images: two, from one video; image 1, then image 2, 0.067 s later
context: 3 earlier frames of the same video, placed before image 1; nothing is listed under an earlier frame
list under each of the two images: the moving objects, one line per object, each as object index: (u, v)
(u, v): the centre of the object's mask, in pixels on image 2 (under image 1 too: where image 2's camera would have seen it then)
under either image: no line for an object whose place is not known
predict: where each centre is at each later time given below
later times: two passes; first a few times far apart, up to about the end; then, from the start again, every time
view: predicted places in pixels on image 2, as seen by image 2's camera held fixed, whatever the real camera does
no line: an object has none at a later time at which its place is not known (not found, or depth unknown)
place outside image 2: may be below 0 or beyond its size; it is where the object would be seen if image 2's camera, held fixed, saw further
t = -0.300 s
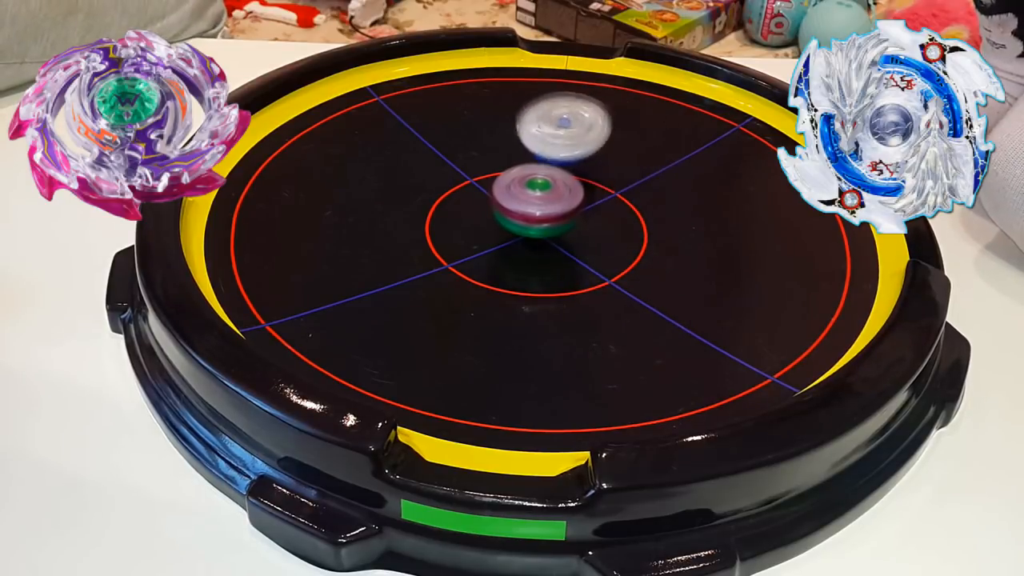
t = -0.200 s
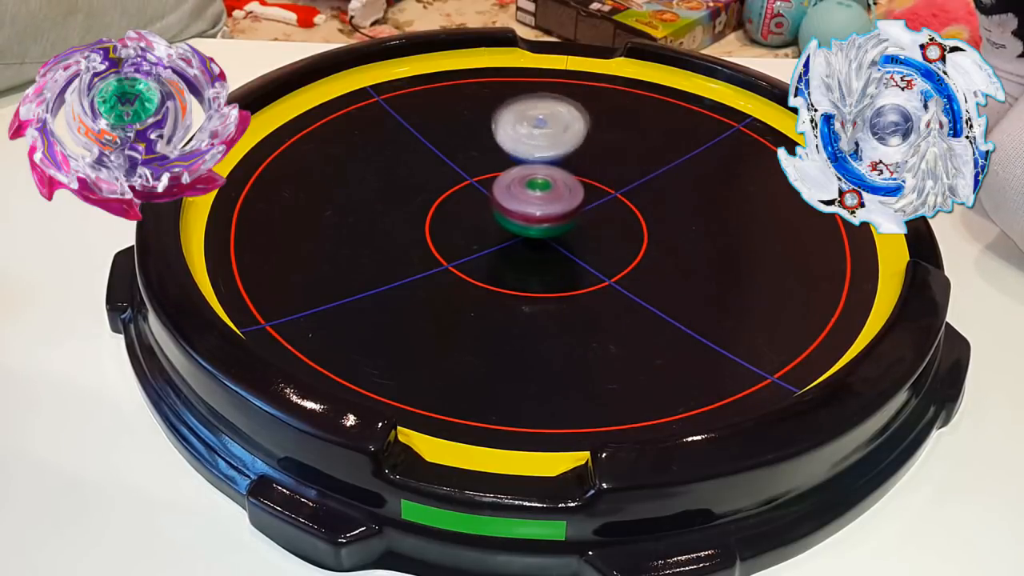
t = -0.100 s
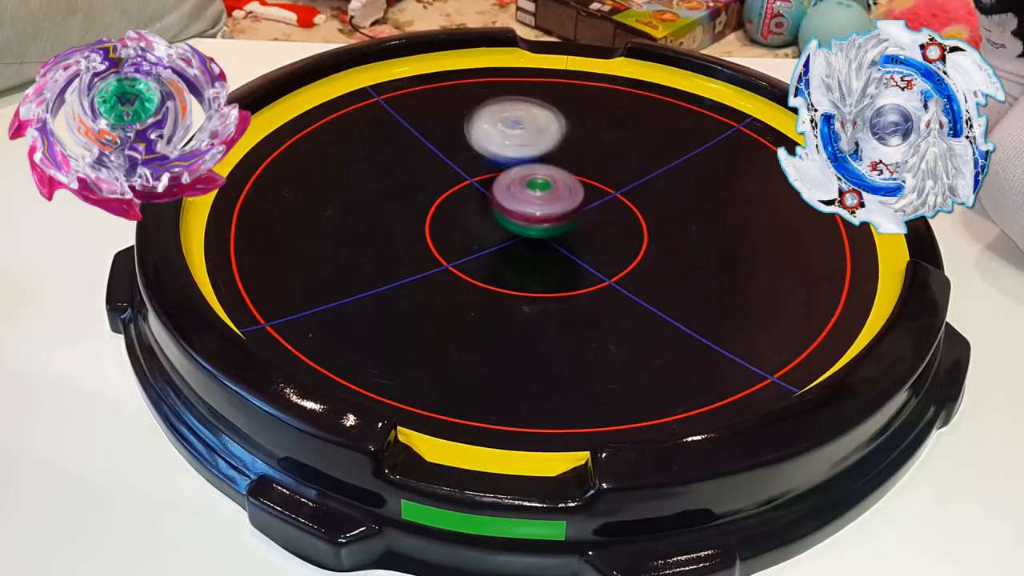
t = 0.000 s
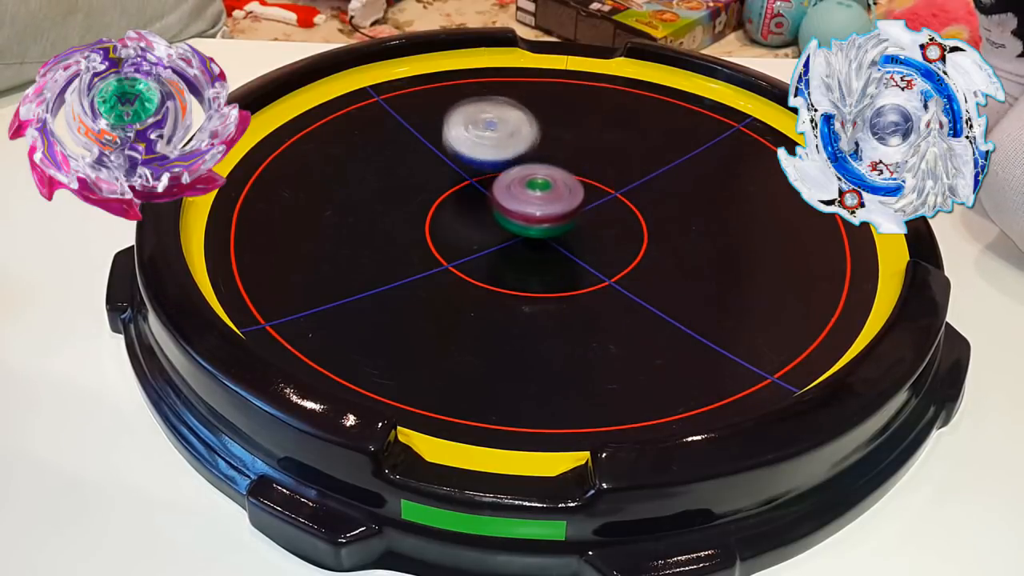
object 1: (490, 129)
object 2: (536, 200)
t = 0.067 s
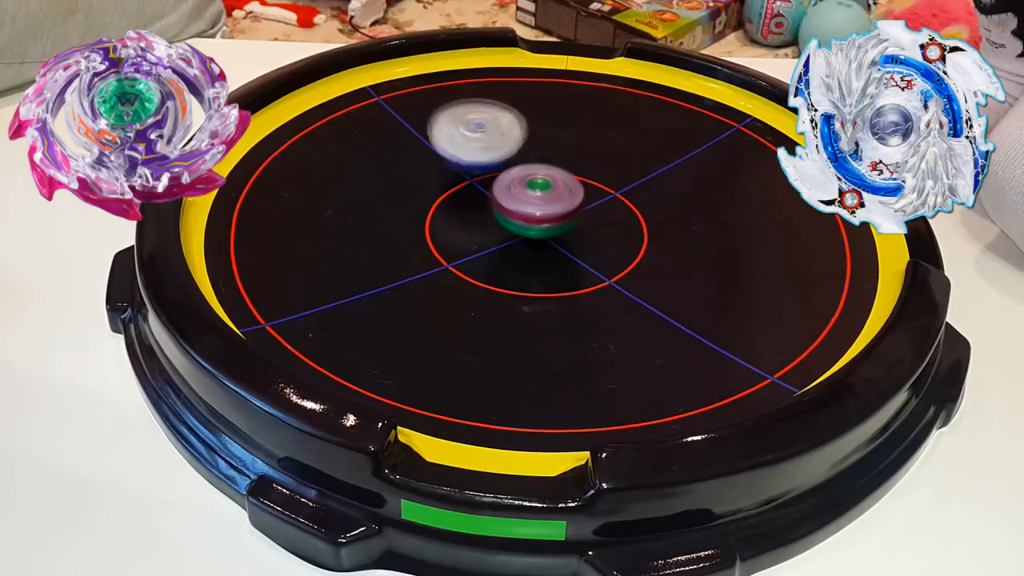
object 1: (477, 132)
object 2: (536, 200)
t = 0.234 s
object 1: (457, 141)
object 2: (537, 200)
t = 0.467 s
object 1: (444, 161)
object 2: (537, 200)
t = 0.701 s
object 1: (441, 180)
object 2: (556, 205)
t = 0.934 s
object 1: (458, 206)
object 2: (562, 205)
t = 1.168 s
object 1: (461, 227)
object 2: (570, 201)
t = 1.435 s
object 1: (476, 237)
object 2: (569, 200)
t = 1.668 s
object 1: (502, 234)
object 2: (565, 192)
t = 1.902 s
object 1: (485, 243)
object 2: (556, 184)
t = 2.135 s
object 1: (482, 242)
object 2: (550, 178)
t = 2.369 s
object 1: (496, 215)
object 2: (547, 171)
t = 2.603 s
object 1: (494, 204)
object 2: (557, 163)
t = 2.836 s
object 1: (499, 193)
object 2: (567, 160)
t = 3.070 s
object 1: (513, 190)
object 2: (587, 162)
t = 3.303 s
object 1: (489, 201)
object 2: (618, 161)
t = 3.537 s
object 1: (474, 201)
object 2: (632, 171)
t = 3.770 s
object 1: (489, 202)
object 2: (619, 186)
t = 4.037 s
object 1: (490, 190)
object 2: (590, 196)
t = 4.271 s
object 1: (461, 167)
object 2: (573, 198)
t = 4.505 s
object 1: (462, 145)
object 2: (560, 204)
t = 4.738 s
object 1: (441, 119)
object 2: (572, 220)
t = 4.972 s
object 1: (456, 112)
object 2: (556, 225)
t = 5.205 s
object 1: (500, 132)
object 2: (536, 220)
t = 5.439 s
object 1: (555, 153)
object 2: (526, 212)
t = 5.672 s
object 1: (601, 137)
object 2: (528, 203)
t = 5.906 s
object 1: (621, 127)
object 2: (538, 193)
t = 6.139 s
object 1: (615, 135)
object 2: (553, 188)
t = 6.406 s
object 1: (625, 137)
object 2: (542, 203)
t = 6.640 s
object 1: (616, 151)
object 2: (531, 209)
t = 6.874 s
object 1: (604, 176)
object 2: (514, 208)
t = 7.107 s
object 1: (617, 205)
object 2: (496, 201)
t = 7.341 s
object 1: (619, 230)
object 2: (499, 191)
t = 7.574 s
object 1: (578, 238)
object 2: (517, 184)
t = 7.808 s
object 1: (540, 238)
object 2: (544, 171)
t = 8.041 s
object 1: (509, 250)
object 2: (568, 173)
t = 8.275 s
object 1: (517, 249)
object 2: (578, 180)
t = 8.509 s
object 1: (509, 232)
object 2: (571, 191)
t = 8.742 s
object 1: (469, 228)
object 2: (567, 187)
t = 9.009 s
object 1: (446, 210)
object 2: (559, 185)
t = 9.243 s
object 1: (453, 188)
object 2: (551, 182)
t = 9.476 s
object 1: (437, 170)
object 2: (568, 180)
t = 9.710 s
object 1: (455, 162)
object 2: (569, 186)
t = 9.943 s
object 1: (477, 157)
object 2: (577, 199)
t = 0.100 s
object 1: (473, 132)
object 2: (536, 200)
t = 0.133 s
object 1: (467, 135)
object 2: (537, 200)
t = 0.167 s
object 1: (465, 134)
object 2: (537, 200)
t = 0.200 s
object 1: (462, 137)
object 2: (537, 200)
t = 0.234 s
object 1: (457, 141)
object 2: (537, 200)
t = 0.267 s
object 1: (457, 141)
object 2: (537, 200)
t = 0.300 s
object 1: (453, 145)
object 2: (537, 200)
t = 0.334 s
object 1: (448, 147)
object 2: (537, 200)
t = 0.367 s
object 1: (446, 151)
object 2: (537, 200)
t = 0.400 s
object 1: (444, 154)
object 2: (537, 200)
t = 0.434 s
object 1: (444, 156)
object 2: (537, 200)
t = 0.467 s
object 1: (444, 161)
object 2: (537, 200)
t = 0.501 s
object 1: (444, 162)
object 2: (540, 201)
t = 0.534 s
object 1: (442, 164)
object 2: (542, 201)
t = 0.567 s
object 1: (439, 169)
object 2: (545, 202)
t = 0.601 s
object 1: (441, 169)
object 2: (547, 202)
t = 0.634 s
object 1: (440, 173)
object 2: (550, 203)
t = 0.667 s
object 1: (440, 175)
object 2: (554, 204)
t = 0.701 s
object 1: (441, 180)
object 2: (556, 205)
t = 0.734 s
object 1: (440, 185)
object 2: (558, 205)
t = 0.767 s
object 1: (445, 187)
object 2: (559, 205)
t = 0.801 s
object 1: (445, 191)
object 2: (560, 205)
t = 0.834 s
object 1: (449, 194)
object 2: (560, 205)
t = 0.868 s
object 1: (450, 199)
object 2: (561, 205)
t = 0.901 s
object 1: (454, 201)
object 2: (561, 204)
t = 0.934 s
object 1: (458, 206)
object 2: (562, 205)
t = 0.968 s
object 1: (461, 210)
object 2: (562, 204)
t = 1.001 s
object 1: (466, 213)
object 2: (563, 204)
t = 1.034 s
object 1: (463, 216)
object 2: (566, 203)
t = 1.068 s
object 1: (463, 219)
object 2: (568, 203)
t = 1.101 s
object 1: (461, 224)
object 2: (569, 202)
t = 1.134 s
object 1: (460, 224)
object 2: (570, 202)
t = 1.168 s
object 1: (461, 227)
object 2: (570, 201)
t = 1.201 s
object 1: (461, 230)
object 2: (570, 201)
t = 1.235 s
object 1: (463, 233)
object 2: (571, 201)
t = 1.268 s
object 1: (461, 237)
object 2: (571, 201)
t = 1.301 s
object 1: (465, 234)
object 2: (570, 201)
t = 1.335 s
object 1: (465, 236)
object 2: (570, 201)
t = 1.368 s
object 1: (469, 236)
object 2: (570, 201)
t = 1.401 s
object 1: (473, 237)
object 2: (570, 201)
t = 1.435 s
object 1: (476, 237)
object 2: (569, 200)
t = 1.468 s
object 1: (482, 239)
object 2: (568, 200)
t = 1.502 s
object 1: (485, 237)
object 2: (567, 199)
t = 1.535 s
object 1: (490, 237)
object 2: (567, 198)
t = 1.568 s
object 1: (491, 238)
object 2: (566, 198)
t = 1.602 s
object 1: (497, 234)
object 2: (565, 196)
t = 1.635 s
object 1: (499, 234)
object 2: (564, 195)
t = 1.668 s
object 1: (502, 234)
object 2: (565, 192)
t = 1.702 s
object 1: (499, 237)
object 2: (565, 190)
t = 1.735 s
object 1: (494, 239)
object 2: (562, 189)
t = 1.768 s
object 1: (491, 241)
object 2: (559, 188)
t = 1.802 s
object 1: (488, 242)
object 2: (557, 187)
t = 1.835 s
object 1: (488, 243)
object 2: (557, 186)
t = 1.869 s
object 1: (484, 244)
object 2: (556, 185)
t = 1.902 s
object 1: (485, 243)
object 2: (556, 184)
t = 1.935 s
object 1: (478, 247)
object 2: (555, 183)
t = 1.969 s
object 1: (483, 246)
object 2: (554, 182)
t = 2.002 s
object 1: (483, 245)
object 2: (554, 181)
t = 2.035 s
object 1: (485, 244)
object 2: (553, 180)
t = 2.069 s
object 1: (483, 242)
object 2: (552, 179)
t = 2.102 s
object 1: (484, 240)
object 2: (551, 179)
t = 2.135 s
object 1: (482, 242)
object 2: (550, 178)
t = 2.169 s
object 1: (485, 238)
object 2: (549, 177)
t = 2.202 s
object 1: (484, 236)
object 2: (548, 177)
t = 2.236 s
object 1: (485, 232)
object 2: (548, 176)
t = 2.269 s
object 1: (485, 229)
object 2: (547, 175)
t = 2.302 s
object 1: (490, 223)
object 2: (547, 173)
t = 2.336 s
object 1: (492, 220)
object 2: (547, 172)
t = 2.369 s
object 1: (496, 215)
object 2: (547, 171)
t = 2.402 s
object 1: (497, 215)
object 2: (548, 169)
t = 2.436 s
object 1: (496, 212)
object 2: (551, 167)
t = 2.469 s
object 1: (494, 213)
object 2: (552, 166)
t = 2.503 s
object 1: (493, 210)
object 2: (553, 165)
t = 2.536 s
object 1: (492, 209)
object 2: (555, 164)
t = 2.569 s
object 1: (493, 205)
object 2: (556, 163)
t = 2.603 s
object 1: (494, 204)
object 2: (557, 163)
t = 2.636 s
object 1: (494, 202)
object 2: (558, 163)
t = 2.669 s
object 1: (496, 201)
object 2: (559, 162)
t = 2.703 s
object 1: (496, 197)
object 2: (560, 161)
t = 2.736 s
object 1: (497, 198)
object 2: (562, 160)
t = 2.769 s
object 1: (497, 196)
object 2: (564, 160)
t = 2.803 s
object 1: (499, 196)
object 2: (565, 160)
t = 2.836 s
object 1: (499, 193)
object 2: (567, 160)
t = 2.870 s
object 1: (503, 193)
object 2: (569, 160)
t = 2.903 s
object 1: (501, 192)
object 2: (573, 160)
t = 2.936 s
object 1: (504, 192)
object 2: (577, 160)
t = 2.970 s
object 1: (503, 194)
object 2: (579, 160)
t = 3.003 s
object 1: (509, 192)
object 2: (582, 161)
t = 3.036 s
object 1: (508, 193)
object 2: (584, 161)
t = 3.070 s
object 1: (513, 190)
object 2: (587, 162)
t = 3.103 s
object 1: (513, 190)
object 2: (589, 163)
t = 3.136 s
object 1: (515, 191)
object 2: (592, 163)
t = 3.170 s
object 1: (508, 195)
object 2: (600, 163)
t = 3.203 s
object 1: (504, 195)
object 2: (608, 162)
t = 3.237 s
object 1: (498, 199)
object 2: (612, 161)
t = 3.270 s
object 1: (495, 199)
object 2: (615, 161)
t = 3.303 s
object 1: (489, 201)
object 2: (618, 161)
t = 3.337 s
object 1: (484, 202)
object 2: (620, 162)
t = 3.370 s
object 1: (478, 203)
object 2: (624, 163)
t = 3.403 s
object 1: (476, 202)
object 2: (627, 165)
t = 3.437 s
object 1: (474, 205)
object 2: (629, 166)
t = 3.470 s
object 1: (474, 201)
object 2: (630, 168)
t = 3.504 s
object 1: (472, 204)
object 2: (631, 169)
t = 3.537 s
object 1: (474, 201)
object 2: (632, 171)
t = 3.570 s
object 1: (474, 205)
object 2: (633, 173)
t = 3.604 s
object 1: (477, 203)
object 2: (632, 175)
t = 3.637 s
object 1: (478, 205)
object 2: (630, 178)
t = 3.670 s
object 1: (481, 203)
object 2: (627, 180)
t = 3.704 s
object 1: (482, 204)
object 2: (625, 182)
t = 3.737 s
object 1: (487, 202)
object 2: (622, 184)
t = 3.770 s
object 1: (489, 202)
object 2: (619, 186)
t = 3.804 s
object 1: (493, 199)
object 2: (615, 188)
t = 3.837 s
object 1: (494, 202)
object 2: (611, 189)
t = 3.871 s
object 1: (498, 198)
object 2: (606, 191)
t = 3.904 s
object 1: (498, 200)
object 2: (600, 192)
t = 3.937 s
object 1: (500, 196)
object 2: (597, 193)
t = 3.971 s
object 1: (494, 196)
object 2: (596, 194)
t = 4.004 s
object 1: (494, 193)
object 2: (593, 195)
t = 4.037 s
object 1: (490, 190)
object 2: (590, 196)
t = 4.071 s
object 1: (487, 186)
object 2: (589, 196)
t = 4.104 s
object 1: (478, 183)
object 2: (589, 196)
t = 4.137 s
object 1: (474, 179)
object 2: (587, 197)
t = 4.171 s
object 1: (467, 176)
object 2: (583, 197)
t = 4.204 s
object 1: (466, 172)
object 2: (580, 198)
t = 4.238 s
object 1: (460, 169)
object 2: (576, 198)
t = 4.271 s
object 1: (461, 167)
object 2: (573, 198)
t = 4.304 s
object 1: (459, 163)
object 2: (569, 198)
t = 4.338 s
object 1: (461, 162)
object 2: (565, 198)
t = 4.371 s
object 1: (462, 158)
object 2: (561, 197)
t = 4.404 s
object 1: (466, 156)
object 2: (556, 197)
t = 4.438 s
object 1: (469, 155)
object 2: (552, 197)
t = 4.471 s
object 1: (470, 154)
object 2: (551, 198)
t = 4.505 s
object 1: (462, 145)
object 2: (560, 204)
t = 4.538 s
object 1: (457, 141)
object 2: (567, 208)
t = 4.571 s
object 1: (453, 134)
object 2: (570, 211)
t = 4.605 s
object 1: (449, 132)
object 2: (572, 214)
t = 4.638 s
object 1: (447, 126)
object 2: (572, 215)
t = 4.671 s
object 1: (444, 124)
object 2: (572, 217)
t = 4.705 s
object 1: (444, 118)
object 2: (572, 218)
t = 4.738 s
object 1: (441, 119)
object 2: (572, 220)
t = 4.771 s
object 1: (442, 115)
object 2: (572, 221)
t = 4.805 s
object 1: (441, 114)
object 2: (569, 223)
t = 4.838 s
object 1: (443, 113)
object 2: (566, 223)
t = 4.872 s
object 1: (443, 112)
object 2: (565, 224)
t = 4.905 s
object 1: (447, 110)
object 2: (562, 225)
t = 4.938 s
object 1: (449, 111)
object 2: (559, 225)
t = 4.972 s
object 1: (456, 112)
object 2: (556, 225)
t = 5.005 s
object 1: (459, 112)
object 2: (553, 225)
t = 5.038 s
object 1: (466, 115)
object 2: (551, 225)
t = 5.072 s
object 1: (471, 117)
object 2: (547, 224)
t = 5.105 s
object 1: (479, 122)
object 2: (545, 224)
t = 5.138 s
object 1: (485, 124)
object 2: (542, 223)
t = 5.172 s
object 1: (493, 130)
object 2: (539, 222)
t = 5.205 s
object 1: (500, 132)
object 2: (536, 220)
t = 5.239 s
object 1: (506, 137)
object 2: (534, 219)
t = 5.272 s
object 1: (515, 140)
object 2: (532, 217)
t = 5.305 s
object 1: (522, 144)
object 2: (530, 215)
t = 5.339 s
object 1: (531, 147)
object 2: (528, 214)
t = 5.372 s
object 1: (539, 151)
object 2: (528, 212)
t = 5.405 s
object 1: (548, 152)
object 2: (527, 211)
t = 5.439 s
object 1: (555, 153)
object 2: (526, 212)
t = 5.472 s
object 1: (564, 151)
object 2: (525, 212)
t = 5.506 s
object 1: (570, 149)
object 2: (525, 210)
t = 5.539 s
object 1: (578, 147)
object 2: (526, 209)
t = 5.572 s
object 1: (585, 144)
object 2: (526, 208)
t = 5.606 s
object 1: (591, 143)
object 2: (528, 206)
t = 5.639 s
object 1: (597, 139)
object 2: (528, 204)
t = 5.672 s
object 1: (601, 137)
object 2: (528, 203)
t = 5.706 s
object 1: (607, 133)
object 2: (529, 202)
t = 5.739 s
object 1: (611, 131)
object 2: (530, 201)
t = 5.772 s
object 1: (616, 130)
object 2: (531, 199)
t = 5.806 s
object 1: (617, 126)
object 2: (533, 198)
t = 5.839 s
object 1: (620, 128)
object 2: (534, 196)
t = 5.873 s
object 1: (622, 124)
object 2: (536, 195)
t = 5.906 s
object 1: (621, 127)
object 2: (538, 193)
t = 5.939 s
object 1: (625, 124)
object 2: (540, 192)
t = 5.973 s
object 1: (620, 127)
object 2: (542, 192)
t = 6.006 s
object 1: (624, 127)
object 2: (544, 191)
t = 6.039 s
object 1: (622, 127)
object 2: (546, 191)
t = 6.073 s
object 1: (620, 130)
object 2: (548, 191)
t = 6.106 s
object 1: (619, 131)
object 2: (550, 189)
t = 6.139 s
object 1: (615, 135)
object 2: (553, 188)
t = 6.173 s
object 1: (616, 136)
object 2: (556, 187)
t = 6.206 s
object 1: (613, 138)
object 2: (556, 187)
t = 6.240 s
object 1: (614, 137)
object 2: (550, 191)
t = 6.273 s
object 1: (616, 137)
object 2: (547, 194)
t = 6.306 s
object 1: (618, 135)
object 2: (544, 197)
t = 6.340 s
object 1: (622, 134)
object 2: (544, 200)
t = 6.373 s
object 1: (624, 135)
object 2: (544, 202)
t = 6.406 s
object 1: (625, 137)
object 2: (542, 203)
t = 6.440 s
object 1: (625, 137)
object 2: (540, 205)
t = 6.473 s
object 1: (623, 139)
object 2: (539, 206)
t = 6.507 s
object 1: (625, 141)
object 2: (538, 208)
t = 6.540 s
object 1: (622, 143)
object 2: (536, 208)
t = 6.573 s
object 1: (617, 147)
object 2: (534, 209)
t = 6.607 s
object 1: (618, 148)
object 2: (532, 209)
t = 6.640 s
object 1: (616, 151)
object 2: (531, 209)
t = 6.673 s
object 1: (612, 155)
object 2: (529, 209)
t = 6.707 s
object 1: (609, 157)
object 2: (527, 209)
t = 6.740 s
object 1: (605, 162)
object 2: (525, 209)
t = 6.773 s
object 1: (605, 167)
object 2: (524, 209)
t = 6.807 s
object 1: (604, 171)
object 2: (522, 208)
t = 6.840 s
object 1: (601, 173)
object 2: (519, 208)
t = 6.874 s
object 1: (604, 176)
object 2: (514, 208)
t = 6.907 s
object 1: (605, 179)
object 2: (510, 208)
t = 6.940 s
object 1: (607, 186)
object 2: (506, 208)
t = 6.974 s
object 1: (610, 188)
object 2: (503, 207)
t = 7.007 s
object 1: (612, 192)
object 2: (501, 205)
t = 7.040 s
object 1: (616, 197)
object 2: (500, 204)
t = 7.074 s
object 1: (617, 200)
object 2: (498, 203)
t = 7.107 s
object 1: (617, 205)
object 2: (496, 201)
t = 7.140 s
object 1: (622, 209)
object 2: (496, 199)
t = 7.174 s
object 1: (624, 213)
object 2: (496, 198)
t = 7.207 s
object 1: (622, 217)
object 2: (495, 196)
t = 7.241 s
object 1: (623, 220)
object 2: (496, 194)
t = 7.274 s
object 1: (621, 224)
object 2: (497, 193)
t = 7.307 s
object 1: (621, 229)
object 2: (498, 192)
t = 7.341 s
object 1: (619, 230)
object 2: (499, 191)
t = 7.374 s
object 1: (612, 232)
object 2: (501, 189)
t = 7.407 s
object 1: (611, 234)
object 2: (504, 188)
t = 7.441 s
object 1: (608, 236)
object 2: (506, 188)
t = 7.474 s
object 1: (599, 237)
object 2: (509, 187)
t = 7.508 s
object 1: (593, 237)
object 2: (511, 187)
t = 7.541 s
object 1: (587, 238)
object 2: (515, 186)
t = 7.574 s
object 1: (578, 238)
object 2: (517, 184)
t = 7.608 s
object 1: (573, 236)
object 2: (519, 182)
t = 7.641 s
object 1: (565, 234)
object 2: (523, 181)
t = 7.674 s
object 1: (556, 234)
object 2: (527, 179)
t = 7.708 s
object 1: (551, 233)
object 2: (531, 177)
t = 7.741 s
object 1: (544, 234)
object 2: (536, 173)
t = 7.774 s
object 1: (542, 238)
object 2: (540, 171)
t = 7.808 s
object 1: (540, 238)
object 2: (544, 171)
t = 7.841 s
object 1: (532, 237)
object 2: (547, 171)
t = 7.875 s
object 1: (529, 240)
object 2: (550, 171)
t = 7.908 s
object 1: (523, 243)
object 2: (554, 173)
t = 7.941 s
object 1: (517, 246)
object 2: (558, 173)
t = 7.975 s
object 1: (518, 247)
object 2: (562, 173)
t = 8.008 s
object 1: (515, 246)
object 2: (565, 172)
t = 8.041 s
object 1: (509, 250)
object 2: (568, 173)
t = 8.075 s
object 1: (514, 250)
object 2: (570, 174)
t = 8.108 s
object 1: (517, 251)
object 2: (572, 174)
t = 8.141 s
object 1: (512, 250)
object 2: (573, 175)
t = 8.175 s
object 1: (513, 249)
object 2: (575, 176)
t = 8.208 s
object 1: (513, 250)
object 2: (577, 177)
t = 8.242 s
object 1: (514, 253)
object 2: (578, 178)
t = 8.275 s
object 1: (517, 249)
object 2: (578, 180)
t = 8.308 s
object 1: (514, 248)
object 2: (578, 182)
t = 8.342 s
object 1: (512, 248)
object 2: (578, 184)
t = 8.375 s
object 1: (513, 246)
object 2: (576, 187)
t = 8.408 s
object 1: (515, 242)
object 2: (576, 188)
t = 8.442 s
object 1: (513, 239)
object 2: (575, 188)
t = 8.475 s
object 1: (512, 236)
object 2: (573, 190)
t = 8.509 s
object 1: (509, 232)
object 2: (571, 191)
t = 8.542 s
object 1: (505, 233)
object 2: (573, 190)
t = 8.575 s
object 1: (500, 232)
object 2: (573, 189)
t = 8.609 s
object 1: (493, 231)
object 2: (572, 189)
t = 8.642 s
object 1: (489, 231)
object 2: (571, 188)
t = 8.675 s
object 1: (480, 229)
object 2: (569, 188)
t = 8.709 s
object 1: (470, 229)
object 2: (568, 187)
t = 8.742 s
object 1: (469, 228)
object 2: (567, 187)
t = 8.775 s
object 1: (466, 227)
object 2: (566, 186)
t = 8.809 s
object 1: (457, 224)
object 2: (566, 186)
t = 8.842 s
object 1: (457, 221)
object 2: (564, 186)
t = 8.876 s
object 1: (455, 217)
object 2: (562, 186)
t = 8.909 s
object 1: (450, 216)
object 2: (562, 186)
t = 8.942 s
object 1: (452, 213)
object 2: (561, 186)
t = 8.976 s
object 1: (451, 210)
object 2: (560, 185)
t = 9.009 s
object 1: (446, 210)
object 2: (559, 185)
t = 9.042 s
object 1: (450, 206)
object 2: (558, 185)
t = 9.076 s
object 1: (452, 203)
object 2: (558, 184)
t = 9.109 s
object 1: (447, 202)
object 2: (557, 183)
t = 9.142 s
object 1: (450, 199)
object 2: (555, 183)
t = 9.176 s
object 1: (452, 197)
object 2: (554, 183)
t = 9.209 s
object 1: (450, 192)
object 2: (554, 182)
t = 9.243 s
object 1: (453, 188)
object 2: (551, 182)
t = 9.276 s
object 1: (456, 185)
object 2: (550, 181)
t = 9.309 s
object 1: (449, 183)
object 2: (554, 180)
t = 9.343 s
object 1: (447, 180)
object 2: (560, 180)
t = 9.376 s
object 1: (446, 178)
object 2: (562, 180)
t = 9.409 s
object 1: (441, 175)
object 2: (565, 179)
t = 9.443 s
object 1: (438, 172)
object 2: (566, 179)
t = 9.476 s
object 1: (437, 170)
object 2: (568, 180)
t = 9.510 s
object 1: (435, 168)
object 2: (569, 180)
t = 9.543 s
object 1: (439, 164)
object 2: (571, 180)
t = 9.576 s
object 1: (443, 164)
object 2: (573, 181)
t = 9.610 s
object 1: (443, 164)
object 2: (572, 181)
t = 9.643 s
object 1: (451, 161)
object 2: (572, 182)
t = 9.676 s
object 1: (455, 161)
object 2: (571, 185)
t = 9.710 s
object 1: (455, 162)
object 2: (569, 186)
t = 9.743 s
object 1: (464, 160)
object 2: (569, 188)
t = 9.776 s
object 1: (472, 160)
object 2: (567, 189)
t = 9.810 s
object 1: (474, 160)
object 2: (565, 190)
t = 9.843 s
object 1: (477, 157)
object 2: (568, 192)
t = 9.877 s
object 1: (475, 157)
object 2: (574, 195)
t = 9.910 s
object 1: (472, 157)
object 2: (576, 197)
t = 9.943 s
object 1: (477, 157)
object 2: (577, 199)
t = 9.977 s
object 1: (478, 154)
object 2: (578, 201)
